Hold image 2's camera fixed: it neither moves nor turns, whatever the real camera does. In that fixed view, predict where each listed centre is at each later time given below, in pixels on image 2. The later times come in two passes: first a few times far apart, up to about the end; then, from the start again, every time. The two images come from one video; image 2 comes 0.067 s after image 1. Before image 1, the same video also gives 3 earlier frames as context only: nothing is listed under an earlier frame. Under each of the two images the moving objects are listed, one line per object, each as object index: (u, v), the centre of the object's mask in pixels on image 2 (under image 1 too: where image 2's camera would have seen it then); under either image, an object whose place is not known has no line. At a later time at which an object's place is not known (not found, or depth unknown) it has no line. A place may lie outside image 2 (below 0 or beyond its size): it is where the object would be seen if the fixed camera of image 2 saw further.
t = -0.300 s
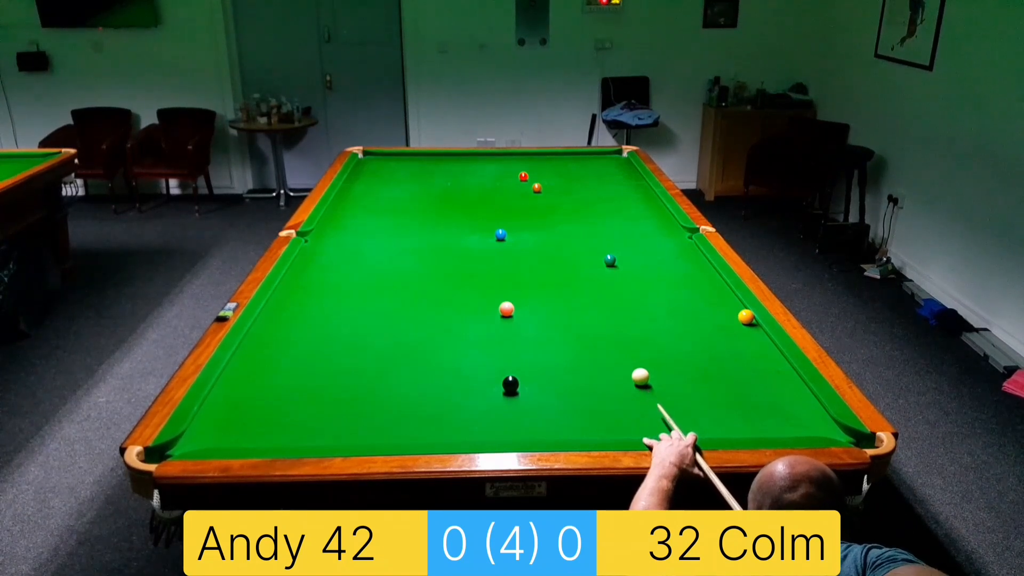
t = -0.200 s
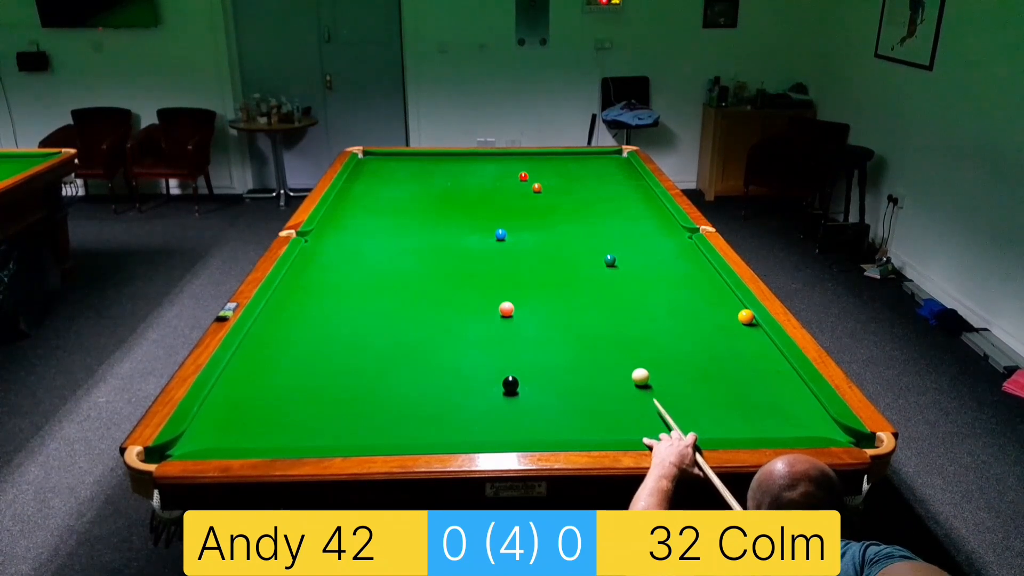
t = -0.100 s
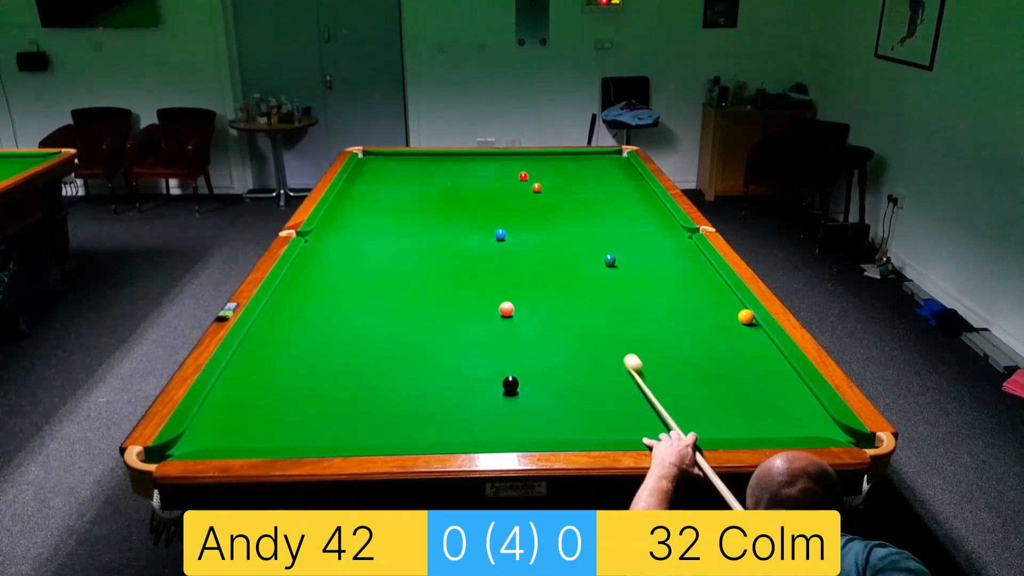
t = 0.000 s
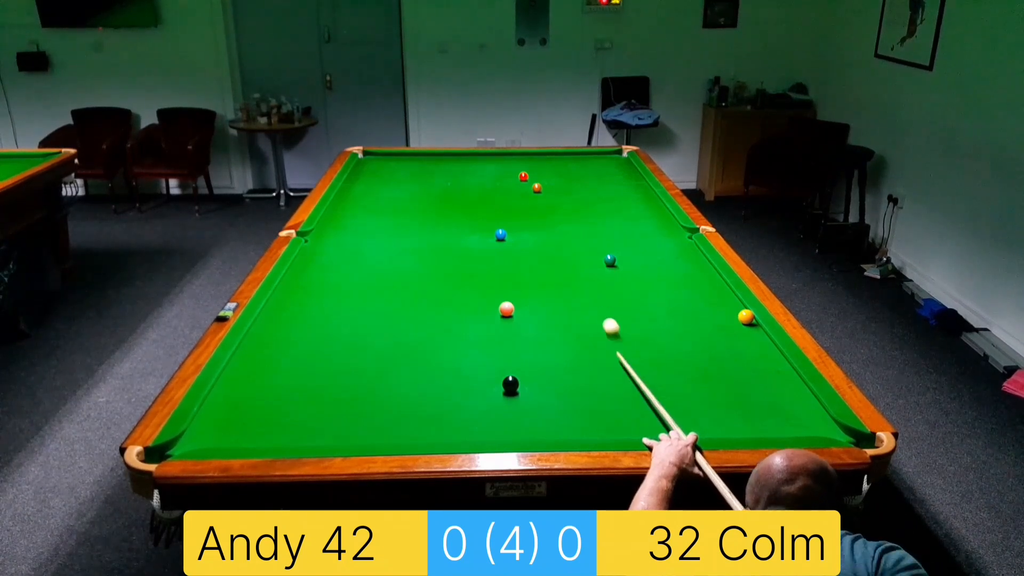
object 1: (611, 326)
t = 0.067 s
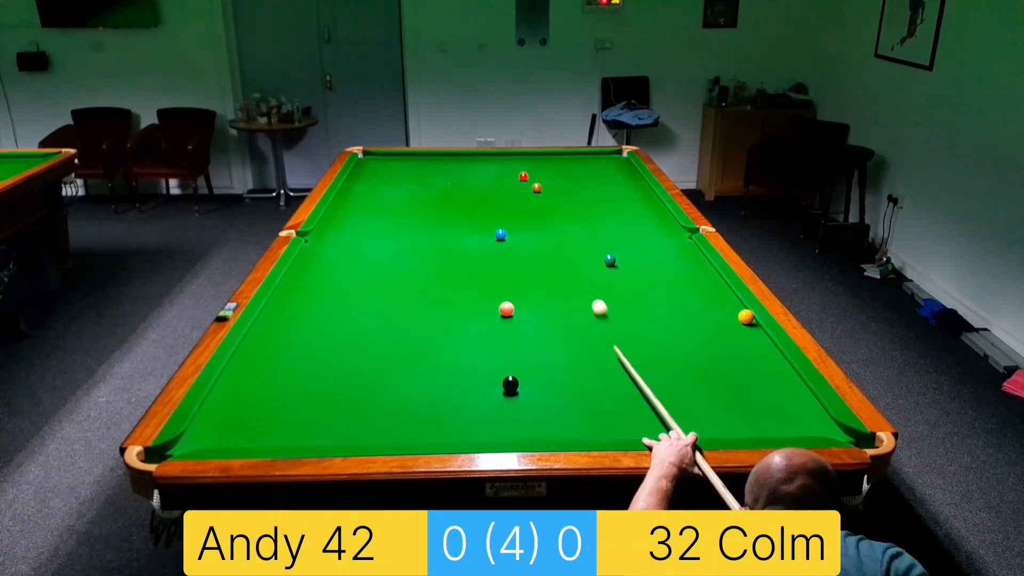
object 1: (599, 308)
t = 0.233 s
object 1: (577, 271)
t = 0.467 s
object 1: (553, 235)
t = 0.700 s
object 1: (535, 207)
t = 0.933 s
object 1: (521, 184)
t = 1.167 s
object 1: (491, 170)
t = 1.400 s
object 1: (458, 159)
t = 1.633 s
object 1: (424, 157)
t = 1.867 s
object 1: (383, 164)
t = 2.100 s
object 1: (365, 171)
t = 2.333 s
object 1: (387, 179)
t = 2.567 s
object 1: (410, 187)
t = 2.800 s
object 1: (434, 196)
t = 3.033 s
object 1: (459, 206)
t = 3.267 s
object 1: (485, 215)
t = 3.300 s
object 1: (489, 217)
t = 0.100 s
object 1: (594, 299)
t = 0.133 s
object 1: (589, 291)
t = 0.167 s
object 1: (585, 284)
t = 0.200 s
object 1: (581, 277)
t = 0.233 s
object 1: (577, 271)
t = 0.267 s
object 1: (573, 265)
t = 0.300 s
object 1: (569, 260)
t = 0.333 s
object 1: (566, 254)
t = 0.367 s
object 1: (563, 249)
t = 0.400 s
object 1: (560, 244)
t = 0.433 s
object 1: (556, 240)
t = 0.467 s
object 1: (553, 235)
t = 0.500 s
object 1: (550, 231)
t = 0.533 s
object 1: (548, 226)
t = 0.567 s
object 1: (545, 222)
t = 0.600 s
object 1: (543, 218)
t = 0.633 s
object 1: (540, 214)
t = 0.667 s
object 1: (538, 211)
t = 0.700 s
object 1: (535, 207)
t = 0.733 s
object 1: (533, 204)
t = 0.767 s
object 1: (531, 200)
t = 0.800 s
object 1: (529, 197)
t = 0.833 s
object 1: (527, 194)
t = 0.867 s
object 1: (525, 190)
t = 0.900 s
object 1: (523, 187)
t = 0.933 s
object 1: (521, 184)
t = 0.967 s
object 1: (520, 182)
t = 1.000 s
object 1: (518, 179)
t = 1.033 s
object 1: (513, 177)
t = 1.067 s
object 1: (507, 175)
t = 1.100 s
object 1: (501, 174)
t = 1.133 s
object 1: (496, 172)
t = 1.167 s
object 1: (491, 170)
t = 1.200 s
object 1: (486, 169)
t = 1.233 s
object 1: (481, 167)
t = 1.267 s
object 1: (476, 165)
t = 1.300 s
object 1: (472, 163)
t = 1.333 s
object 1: (467, 162)
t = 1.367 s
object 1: (463, 160)
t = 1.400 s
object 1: (458, 159)
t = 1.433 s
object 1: (454, 157)
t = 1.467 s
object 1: (450, 156)
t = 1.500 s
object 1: (446, 154)
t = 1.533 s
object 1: (441, 153)
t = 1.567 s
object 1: (435, 154)
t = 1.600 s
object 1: (430, 156)
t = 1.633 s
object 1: (424, 157)
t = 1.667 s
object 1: (418, 158)
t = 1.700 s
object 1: (413, 159)
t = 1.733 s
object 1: (407, 160)
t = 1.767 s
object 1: (401, 161)
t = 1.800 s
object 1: (395, 162)
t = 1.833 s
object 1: (389, 163)
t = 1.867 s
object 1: (383, 164)
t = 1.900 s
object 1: (378, 165)
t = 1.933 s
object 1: (371, 166)
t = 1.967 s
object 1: (365, 167)
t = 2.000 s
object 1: (359, 168)
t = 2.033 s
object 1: (357, 169)
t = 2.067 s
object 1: (361, 170)
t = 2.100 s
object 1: (365, 171)
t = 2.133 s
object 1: (368, 172)
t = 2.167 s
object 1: (371, 173)
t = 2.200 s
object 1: (375, 174)
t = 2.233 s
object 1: (378, 176)
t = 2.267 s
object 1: (381, 177)
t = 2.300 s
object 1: (384, 178)
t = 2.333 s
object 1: (387, 179)
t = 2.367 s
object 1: (390, 180)
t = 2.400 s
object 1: (393, 181)
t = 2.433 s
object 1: (397, 183)
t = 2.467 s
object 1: (400, 184)
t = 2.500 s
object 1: (403, 185)
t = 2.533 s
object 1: (407, 186)
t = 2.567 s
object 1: (410, 187)
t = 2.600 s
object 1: (413, 189)
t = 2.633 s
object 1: (416, 190)
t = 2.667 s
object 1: (420, 191)
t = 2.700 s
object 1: (423, 193)
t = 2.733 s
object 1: (427, 194)
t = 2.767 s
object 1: (430, 195)
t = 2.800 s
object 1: (434, 196)
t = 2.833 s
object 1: (437, 198)
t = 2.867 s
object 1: (441, 199)
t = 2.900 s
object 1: (444, 201)
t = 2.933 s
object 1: (448, 202)
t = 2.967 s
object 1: (451, 203)
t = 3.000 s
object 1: (455, 204)
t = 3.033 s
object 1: (459, 206)
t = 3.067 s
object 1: (462, 207)
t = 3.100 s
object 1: (466, 208)
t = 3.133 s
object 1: (470, 210)
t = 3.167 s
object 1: (474, 211)
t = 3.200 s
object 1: (478, 213)
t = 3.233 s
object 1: (482, 214)
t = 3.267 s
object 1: (485, 215)
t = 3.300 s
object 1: (489, 217)
